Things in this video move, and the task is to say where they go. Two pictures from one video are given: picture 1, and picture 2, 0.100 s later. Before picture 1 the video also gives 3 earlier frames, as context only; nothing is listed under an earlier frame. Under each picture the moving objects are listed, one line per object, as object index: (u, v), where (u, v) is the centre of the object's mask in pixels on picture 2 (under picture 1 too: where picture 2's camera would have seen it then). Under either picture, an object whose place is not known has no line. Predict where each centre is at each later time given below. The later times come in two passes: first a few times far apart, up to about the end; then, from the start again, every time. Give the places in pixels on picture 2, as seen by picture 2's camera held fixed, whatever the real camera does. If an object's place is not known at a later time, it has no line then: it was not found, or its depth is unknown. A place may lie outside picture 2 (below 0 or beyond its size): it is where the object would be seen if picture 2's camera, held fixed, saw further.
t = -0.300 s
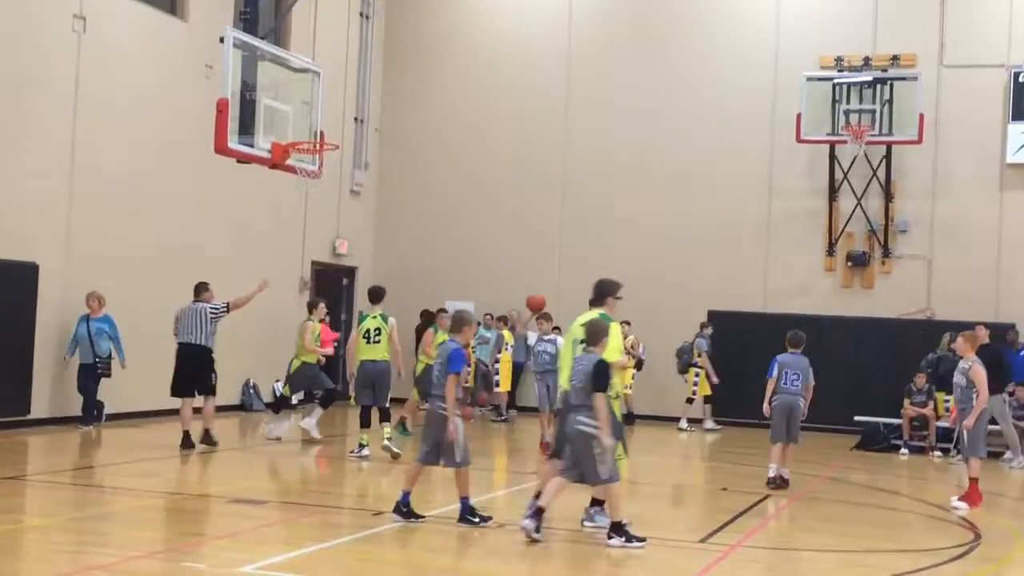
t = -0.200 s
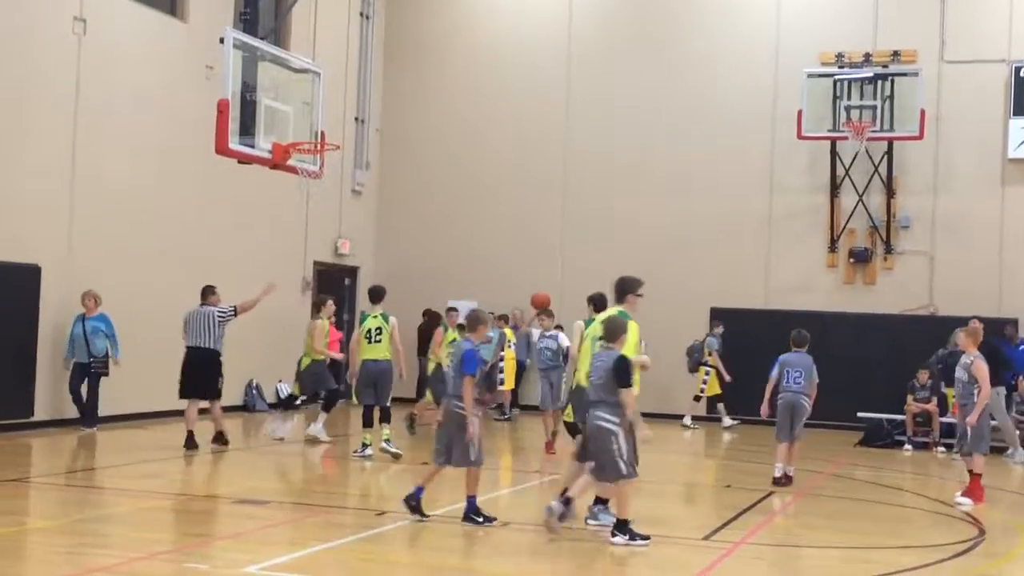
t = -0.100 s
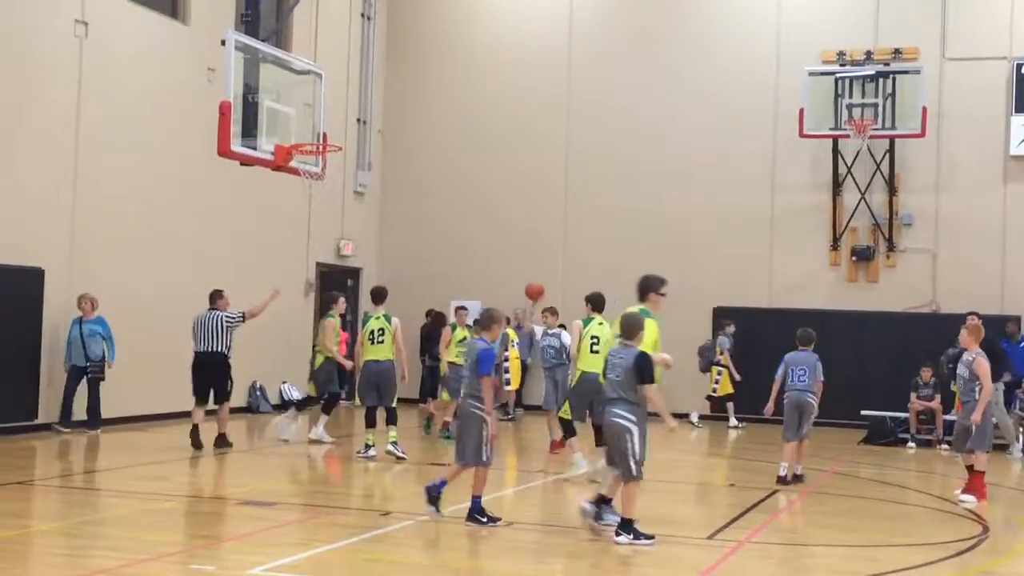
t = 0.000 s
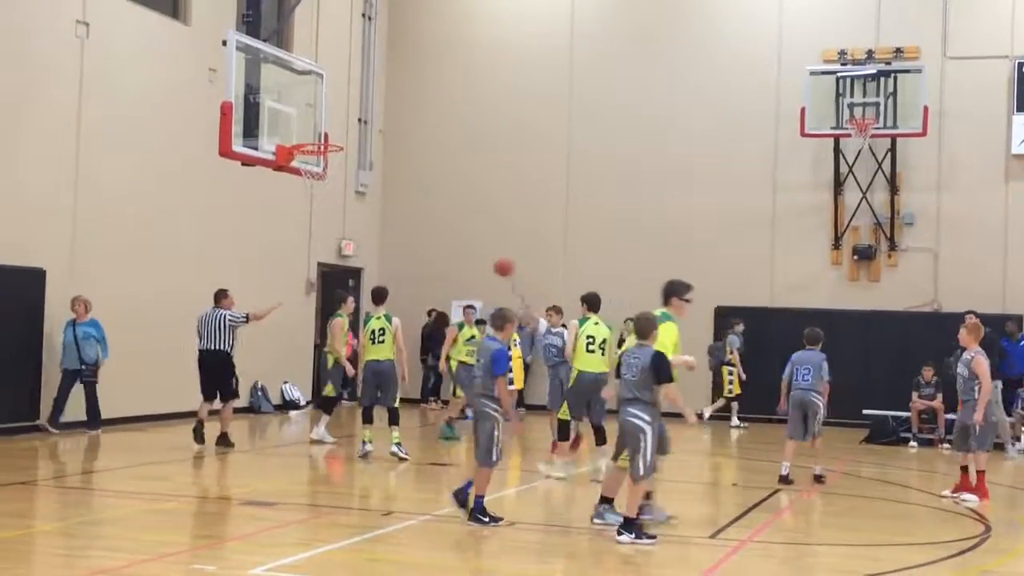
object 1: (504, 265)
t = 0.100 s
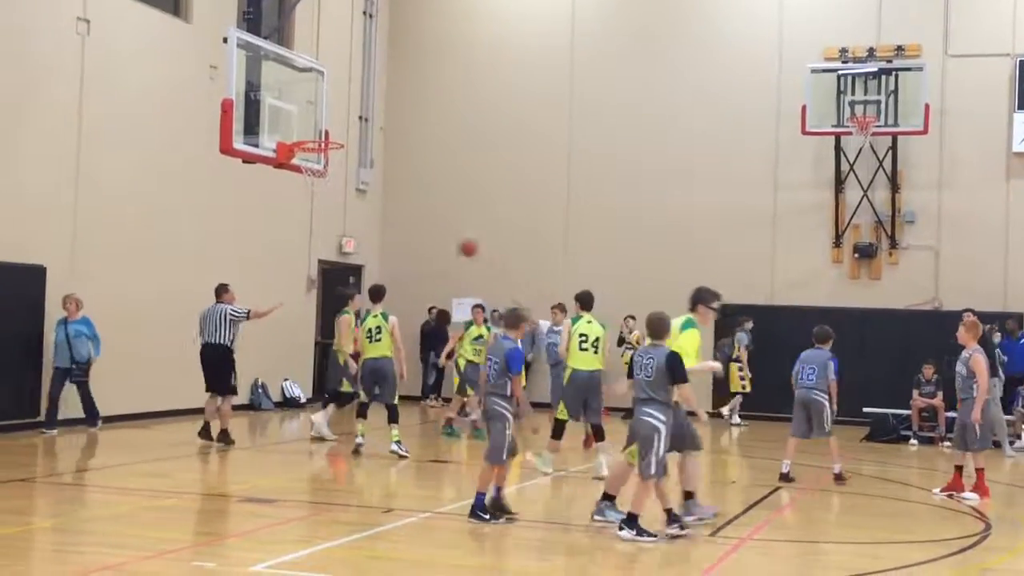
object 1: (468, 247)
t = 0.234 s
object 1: (417, 237)
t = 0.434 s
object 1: (340, 248)
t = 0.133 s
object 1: (455, 243)
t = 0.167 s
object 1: (442, 241)
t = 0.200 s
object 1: (430, 238)
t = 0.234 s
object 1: (417, 237)
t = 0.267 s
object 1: (404, 236)
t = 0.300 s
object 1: (392, 236)
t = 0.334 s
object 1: (380, 238)
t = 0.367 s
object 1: (366, 240)
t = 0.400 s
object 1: (352, 243)
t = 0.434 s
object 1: (340, 248)
